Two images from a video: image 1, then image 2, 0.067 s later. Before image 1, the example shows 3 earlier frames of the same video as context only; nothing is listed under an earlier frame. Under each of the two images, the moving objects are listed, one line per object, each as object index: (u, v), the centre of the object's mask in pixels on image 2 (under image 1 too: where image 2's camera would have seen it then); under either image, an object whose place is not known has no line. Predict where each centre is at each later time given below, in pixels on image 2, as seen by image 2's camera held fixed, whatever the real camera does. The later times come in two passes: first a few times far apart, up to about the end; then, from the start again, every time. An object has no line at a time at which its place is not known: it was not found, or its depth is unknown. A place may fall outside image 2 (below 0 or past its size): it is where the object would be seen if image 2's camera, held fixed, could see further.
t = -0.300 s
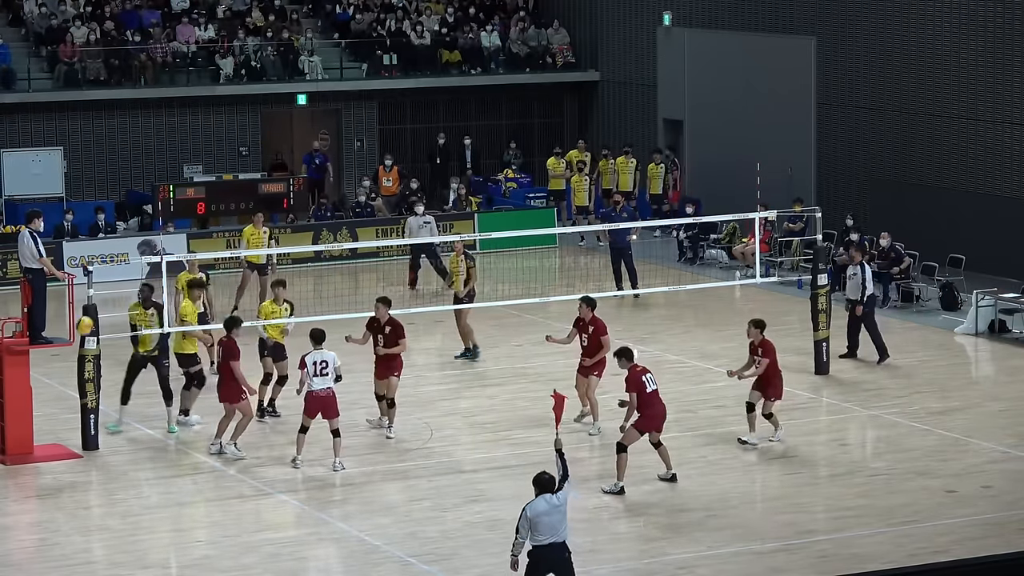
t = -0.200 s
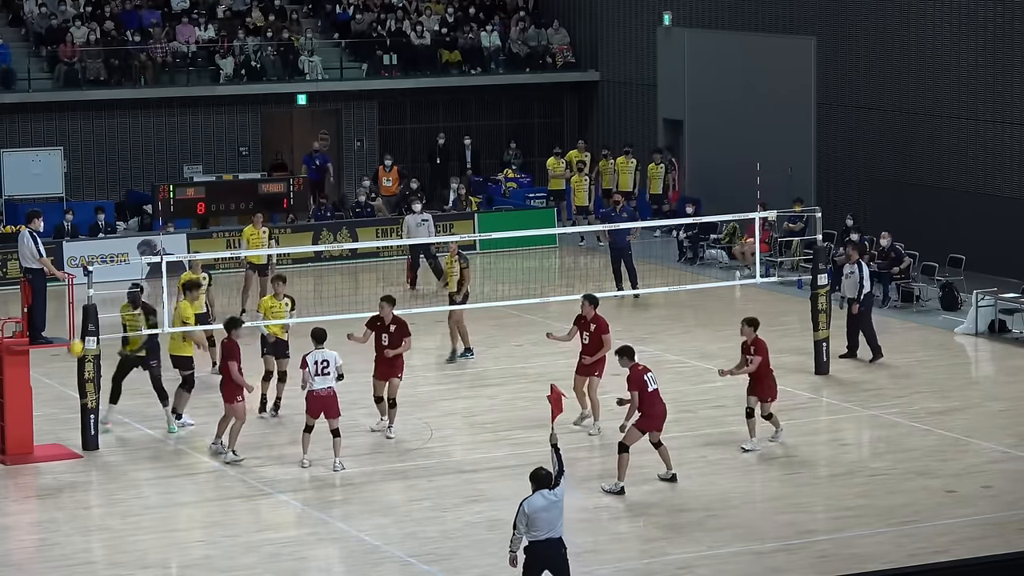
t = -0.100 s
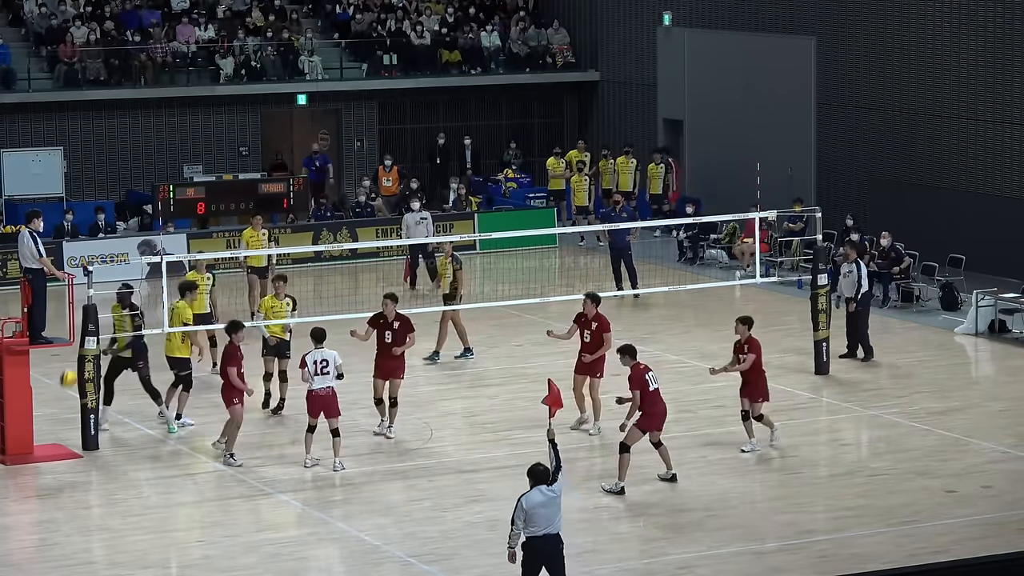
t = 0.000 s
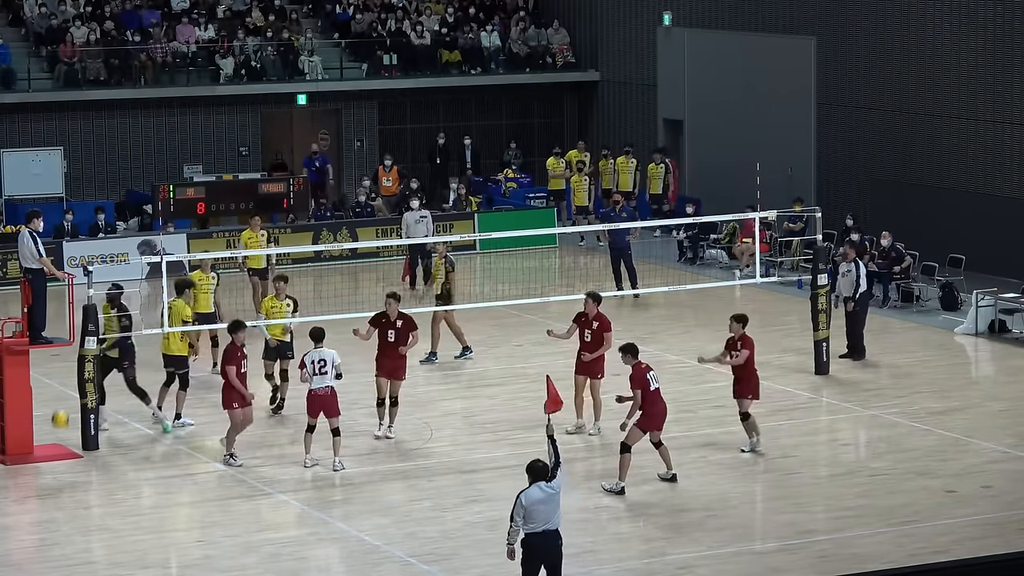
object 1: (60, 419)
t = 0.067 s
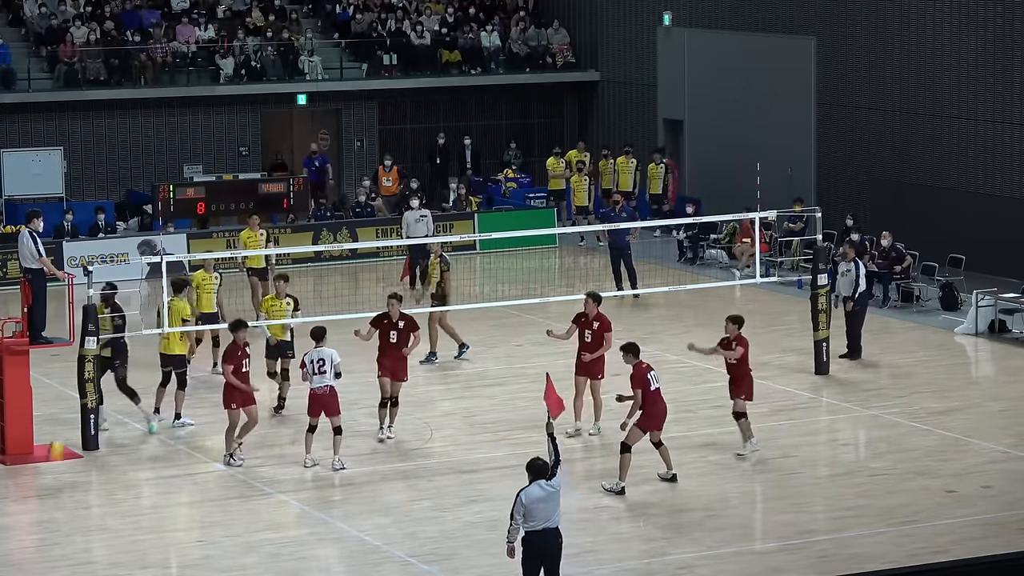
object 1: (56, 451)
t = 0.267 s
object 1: (38, 477)
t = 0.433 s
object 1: (21, 440)
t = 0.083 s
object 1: (55, 456)
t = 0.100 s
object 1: (53, 466)
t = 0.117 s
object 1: (52, 476)
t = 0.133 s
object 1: (51, 484)
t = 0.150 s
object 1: (50, 494)
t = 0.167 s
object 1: (48, 505)
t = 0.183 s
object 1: (47, 505)
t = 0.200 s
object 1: (45, 499)
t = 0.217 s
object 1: (43, 493)
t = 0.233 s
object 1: (41, 488)
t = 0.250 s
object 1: (40, 484)
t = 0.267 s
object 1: (38, 477)
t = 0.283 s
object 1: (36, 472)
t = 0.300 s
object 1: (35, 467)
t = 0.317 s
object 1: (33, 464)
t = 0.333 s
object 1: (32, 459)
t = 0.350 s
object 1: (29, 455)
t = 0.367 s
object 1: (28, 453)
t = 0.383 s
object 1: (27, 449)
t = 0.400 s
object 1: (25, 445)
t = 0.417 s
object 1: (23, 443)
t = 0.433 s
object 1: (21, 440)
